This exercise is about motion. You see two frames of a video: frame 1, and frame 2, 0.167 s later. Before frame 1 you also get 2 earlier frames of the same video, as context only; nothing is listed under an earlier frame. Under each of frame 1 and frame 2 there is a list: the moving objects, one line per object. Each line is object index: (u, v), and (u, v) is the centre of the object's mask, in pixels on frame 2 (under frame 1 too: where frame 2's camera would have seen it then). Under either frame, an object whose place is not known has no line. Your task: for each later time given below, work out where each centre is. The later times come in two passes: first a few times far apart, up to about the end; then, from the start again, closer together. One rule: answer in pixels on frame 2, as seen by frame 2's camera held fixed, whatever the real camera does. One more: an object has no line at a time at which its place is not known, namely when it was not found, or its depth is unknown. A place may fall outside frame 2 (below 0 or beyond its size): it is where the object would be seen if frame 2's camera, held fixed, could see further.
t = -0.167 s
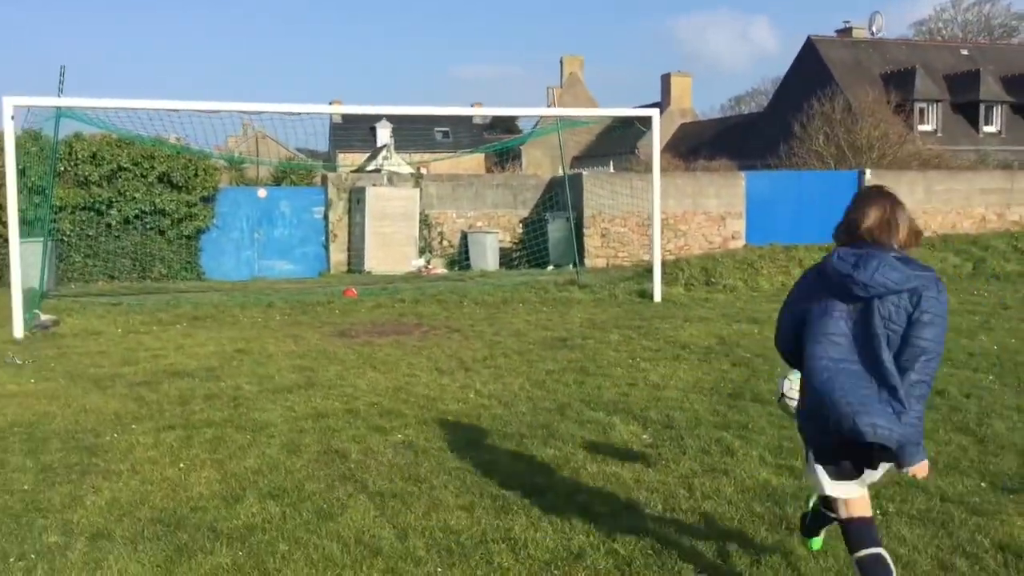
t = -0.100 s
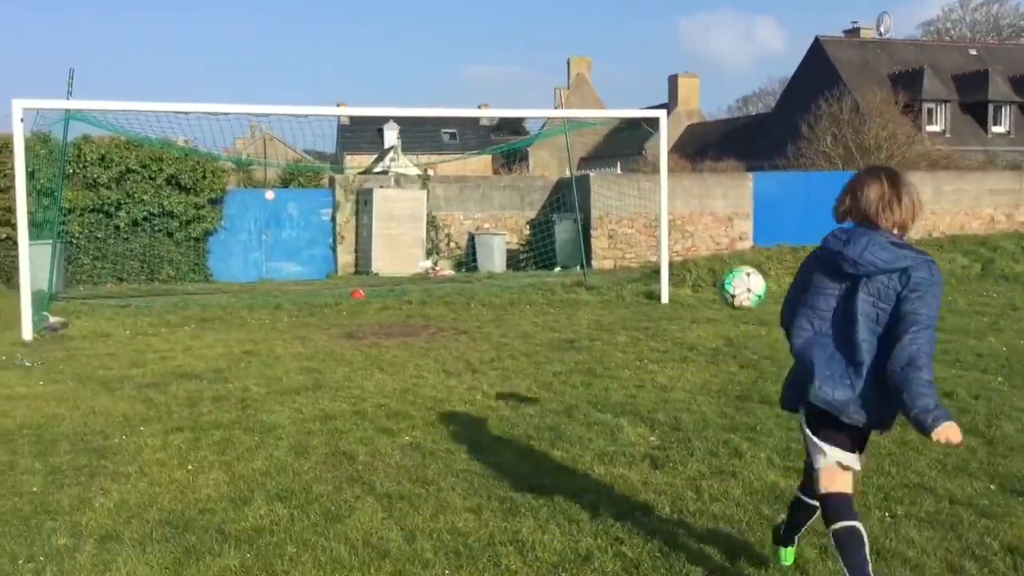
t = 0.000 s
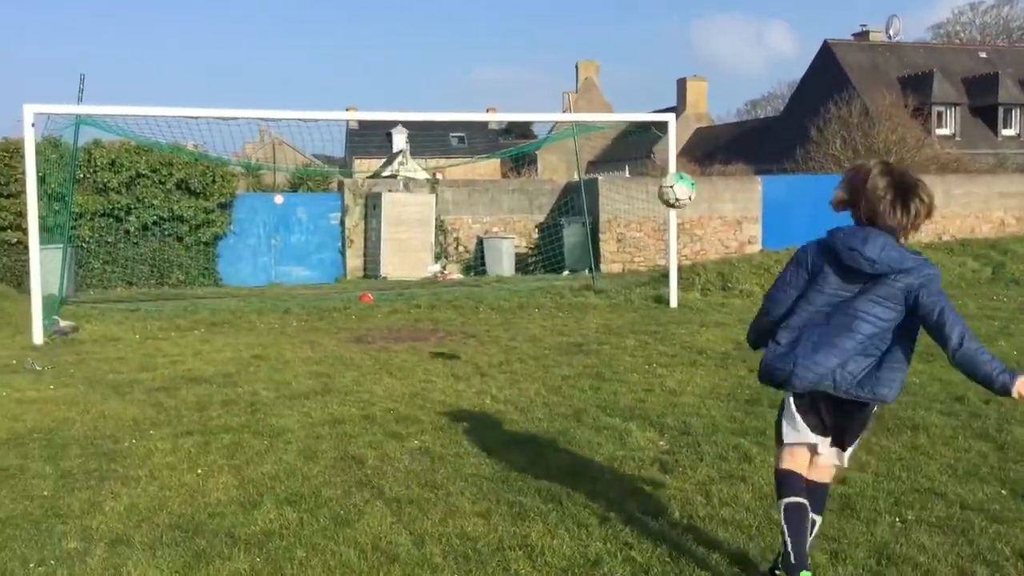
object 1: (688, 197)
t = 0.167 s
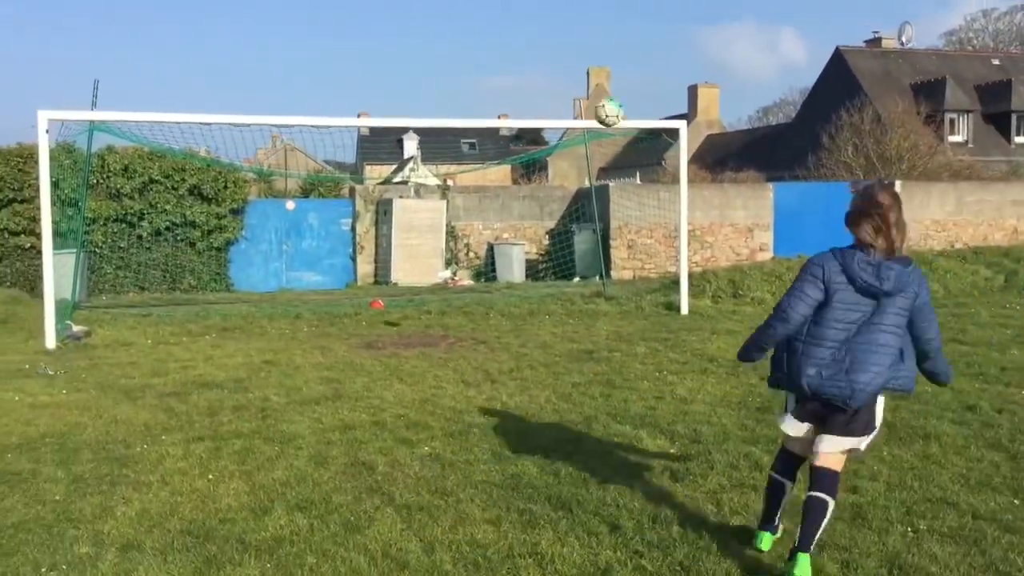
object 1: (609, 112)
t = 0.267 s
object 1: (576, 90)
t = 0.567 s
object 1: (509, 87)
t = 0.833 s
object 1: (471, 132)
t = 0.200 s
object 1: (598, 101)
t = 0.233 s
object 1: (586, 95)
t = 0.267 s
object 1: (576, 90)
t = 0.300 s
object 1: (566, 85)
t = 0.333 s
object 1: (557, 82)
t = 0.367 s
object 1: (549, 80)
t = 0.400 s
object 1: (541, 79)
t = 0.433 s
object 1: (534, 79)
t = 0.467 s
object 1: (527, 80)
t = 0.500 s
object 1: (521, 82)
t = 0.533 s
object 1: (514, 84)
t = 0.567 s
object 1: (509, 87)
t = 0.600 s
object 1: (503, 91)
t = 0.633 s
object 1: (498, 95)
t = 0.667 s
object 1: (493, 101)
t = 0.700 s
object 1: (488, 105)
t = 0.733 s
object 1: (483, 110)
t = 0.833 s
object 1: (471, 132)
